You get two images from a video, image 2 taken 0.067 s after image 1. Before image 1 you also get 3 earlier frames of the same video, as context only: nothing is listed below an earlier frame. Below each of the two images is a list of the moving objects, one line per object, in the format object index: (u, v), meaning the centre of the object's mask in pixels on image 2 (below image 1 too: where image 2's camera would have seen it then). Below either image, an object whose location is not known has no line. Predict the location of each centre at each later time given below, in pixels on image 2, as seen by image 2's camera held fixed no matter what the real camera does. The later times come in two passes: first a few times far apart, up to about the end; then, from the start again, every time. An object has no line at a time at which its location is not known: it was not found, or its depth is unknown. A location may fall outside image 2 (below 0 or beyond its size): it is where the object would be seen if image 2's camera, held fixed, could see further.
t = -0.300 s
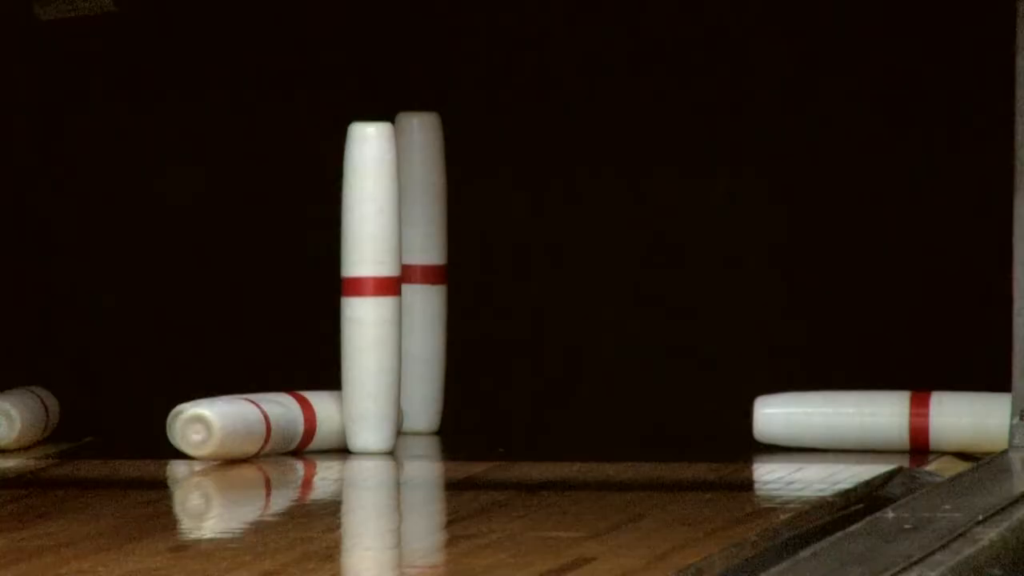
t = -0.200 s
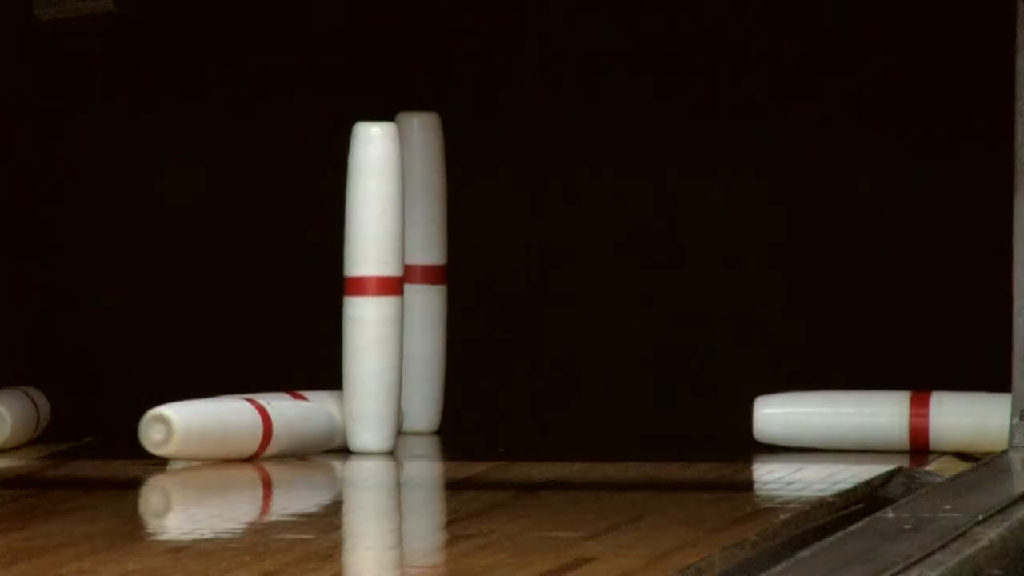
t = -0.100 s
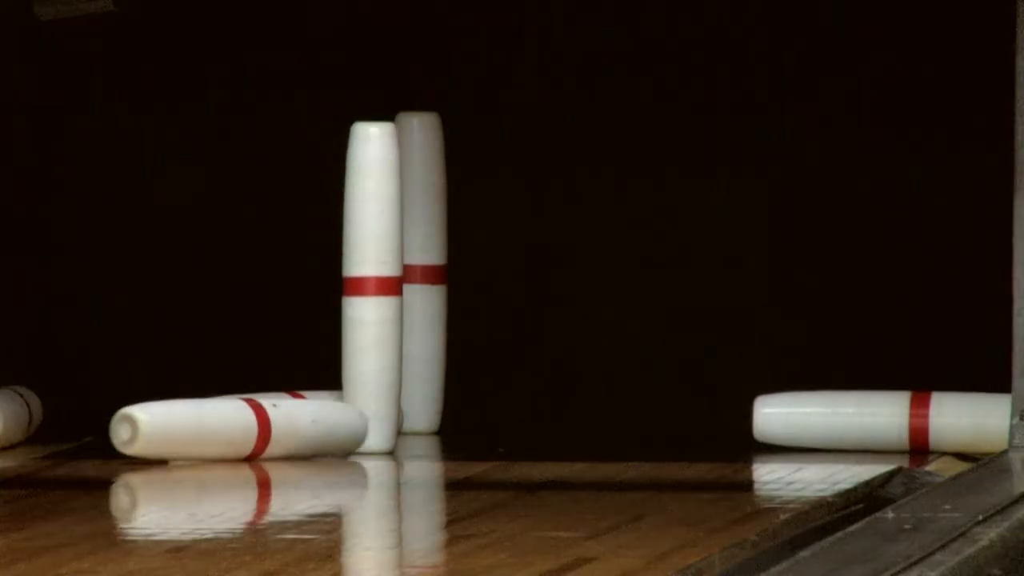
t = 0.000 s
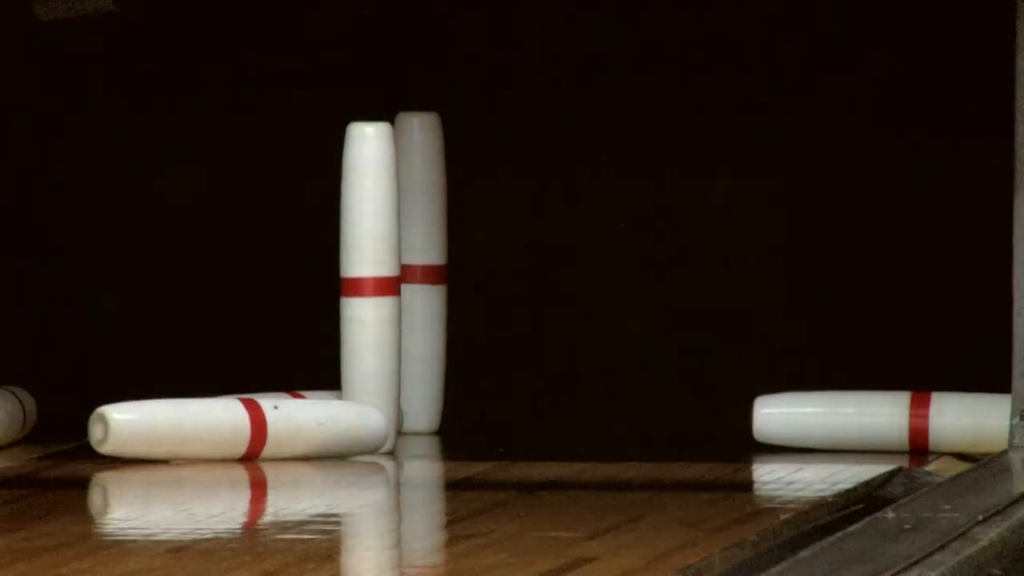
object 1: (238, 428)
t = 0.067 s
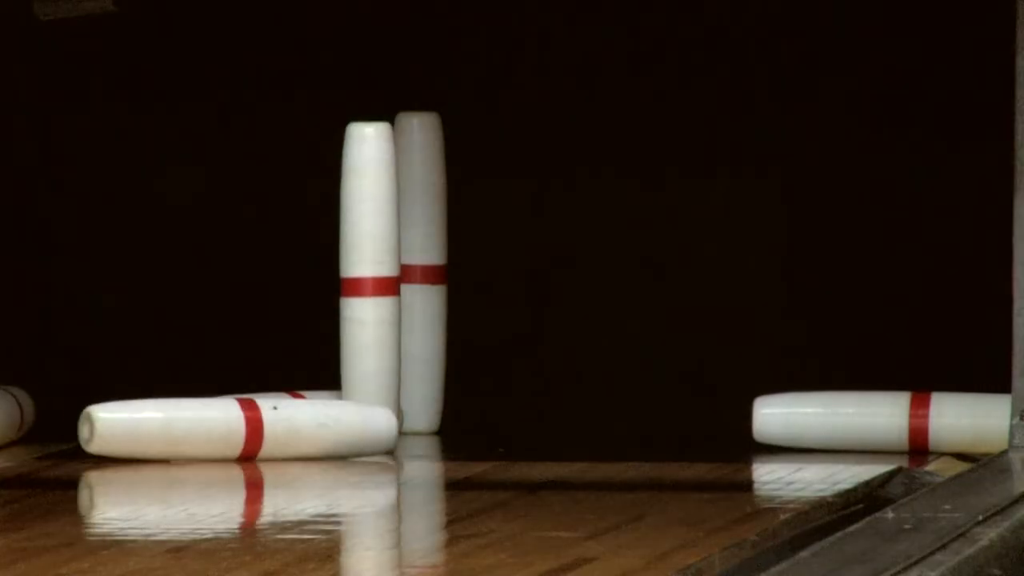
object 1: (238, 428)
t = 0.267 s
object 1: (237, 427)
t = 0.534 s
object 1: (245, 428)
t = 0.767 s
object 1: (258, 430)
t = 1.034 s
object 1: (287, 430)
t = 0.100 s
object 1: (238, 427)
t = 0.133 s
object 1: (237, 427)
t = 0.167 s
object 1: (237, 428)
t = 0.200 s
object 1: (237, 427)
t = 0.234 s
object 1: (237, 427)
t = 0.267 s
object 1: (237, 427)
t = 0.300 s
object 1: (237, 427)
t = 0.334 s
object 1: (237, 427)
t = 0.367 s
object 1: (238, 427)
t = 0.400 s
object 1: (238, 427)
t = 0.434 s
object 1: (239, 427)
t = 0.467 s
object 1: (241, 427)
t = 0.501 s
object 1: (242, 427)
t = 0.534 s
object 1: (245, 428)
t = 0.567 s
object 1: (246, 428)
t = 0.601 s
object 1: (247, 428)
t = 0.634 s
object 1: (249, 428)
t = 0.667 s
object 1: (249, 430)
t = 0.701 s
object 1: (252, 430)
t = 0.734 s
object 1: (254, 430)
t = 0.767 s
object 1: (258, 430)
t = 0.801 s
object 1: (262, 431)
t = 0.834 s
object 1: (266, 431)
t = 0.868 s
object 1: (270, 431)
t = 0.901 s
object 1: (273, 430)
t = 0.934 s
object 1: (278, 430)
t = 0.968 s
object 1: (282, 430)
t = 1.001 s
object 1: (285, 430)
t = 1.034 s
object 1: (287, 430)
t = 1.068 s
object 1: (290, 430)
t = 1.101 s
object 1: (292, 430)
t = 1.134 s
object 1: (293, 430)
